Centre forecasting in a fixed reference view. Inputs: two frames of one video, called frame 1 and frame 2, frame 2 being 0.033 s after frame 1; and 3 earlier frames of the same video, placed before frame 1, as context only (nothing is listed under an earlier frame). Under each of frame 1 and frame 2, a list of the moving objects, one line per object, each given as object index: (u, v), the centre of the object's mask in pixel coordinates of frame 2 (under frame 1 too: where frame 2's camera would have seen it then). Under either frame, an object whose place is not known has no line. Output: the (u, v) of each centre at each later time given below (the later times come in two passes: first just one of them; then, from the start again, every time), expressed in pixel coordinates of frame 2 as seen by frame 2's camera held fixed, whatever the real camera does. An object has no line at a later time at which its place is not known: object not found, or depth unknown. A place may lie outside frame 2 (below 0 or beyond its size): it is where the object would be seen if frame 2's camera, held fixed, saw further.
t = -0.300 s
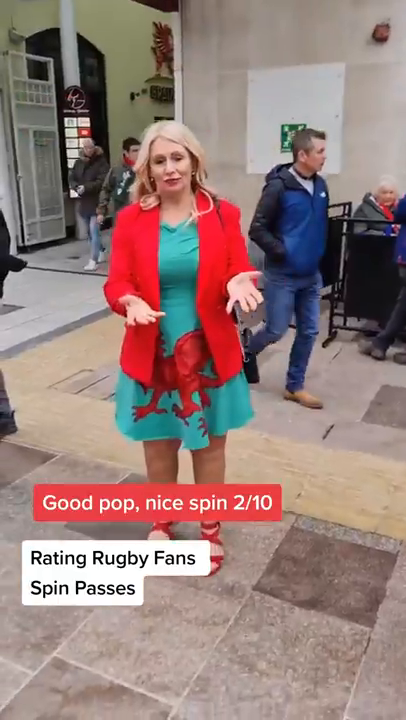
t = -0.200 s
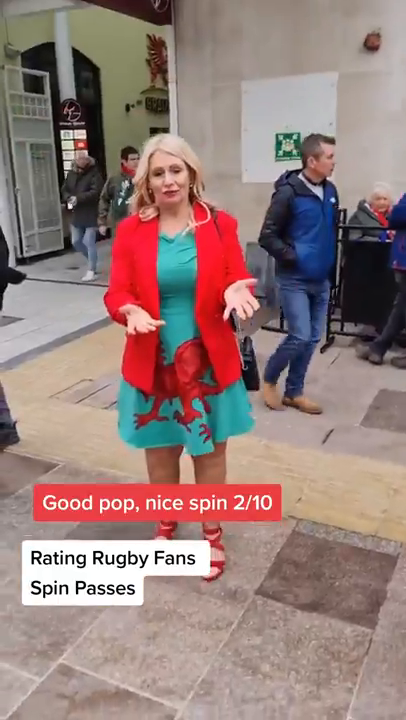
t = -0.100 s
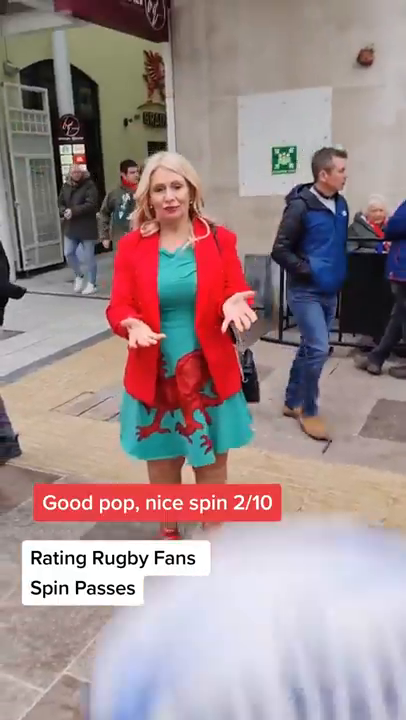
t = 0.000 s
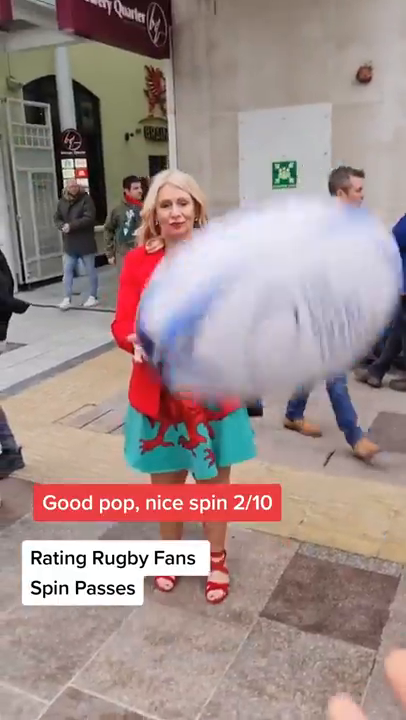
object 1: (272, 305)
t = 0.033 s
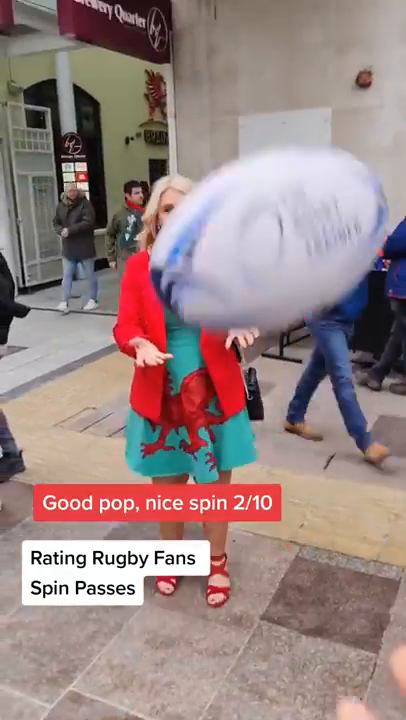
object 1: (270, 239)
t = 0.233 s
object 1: (254, 155)
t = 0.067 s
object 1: (265, 195)
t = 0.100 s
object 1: (263, 168)
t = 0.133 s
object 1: (260, 155)
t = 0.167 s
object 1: (258, 149)
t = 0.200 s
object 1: (257, 150)
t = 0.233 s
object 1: (254, 155)
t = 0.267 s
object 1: (253, 166)
